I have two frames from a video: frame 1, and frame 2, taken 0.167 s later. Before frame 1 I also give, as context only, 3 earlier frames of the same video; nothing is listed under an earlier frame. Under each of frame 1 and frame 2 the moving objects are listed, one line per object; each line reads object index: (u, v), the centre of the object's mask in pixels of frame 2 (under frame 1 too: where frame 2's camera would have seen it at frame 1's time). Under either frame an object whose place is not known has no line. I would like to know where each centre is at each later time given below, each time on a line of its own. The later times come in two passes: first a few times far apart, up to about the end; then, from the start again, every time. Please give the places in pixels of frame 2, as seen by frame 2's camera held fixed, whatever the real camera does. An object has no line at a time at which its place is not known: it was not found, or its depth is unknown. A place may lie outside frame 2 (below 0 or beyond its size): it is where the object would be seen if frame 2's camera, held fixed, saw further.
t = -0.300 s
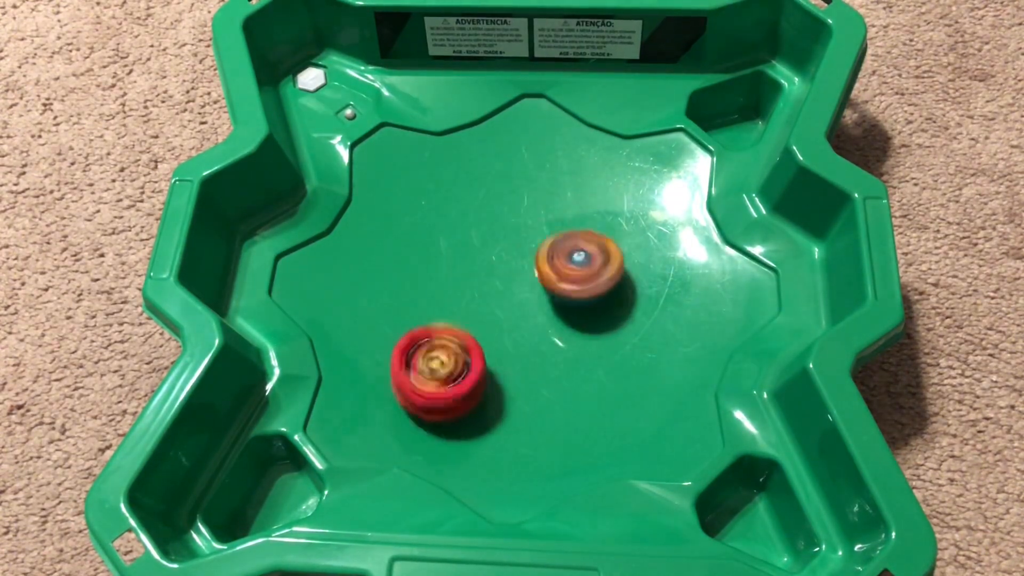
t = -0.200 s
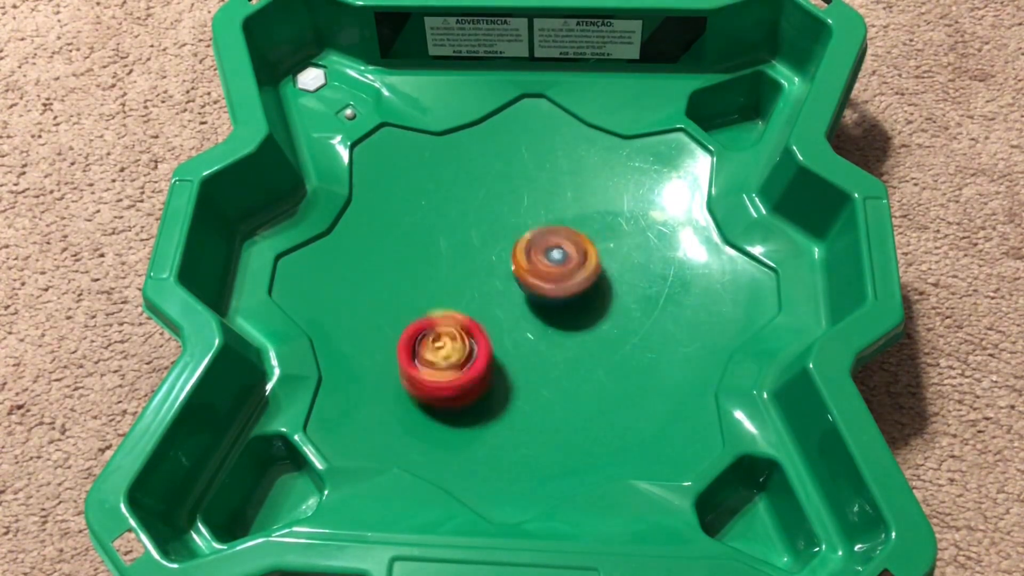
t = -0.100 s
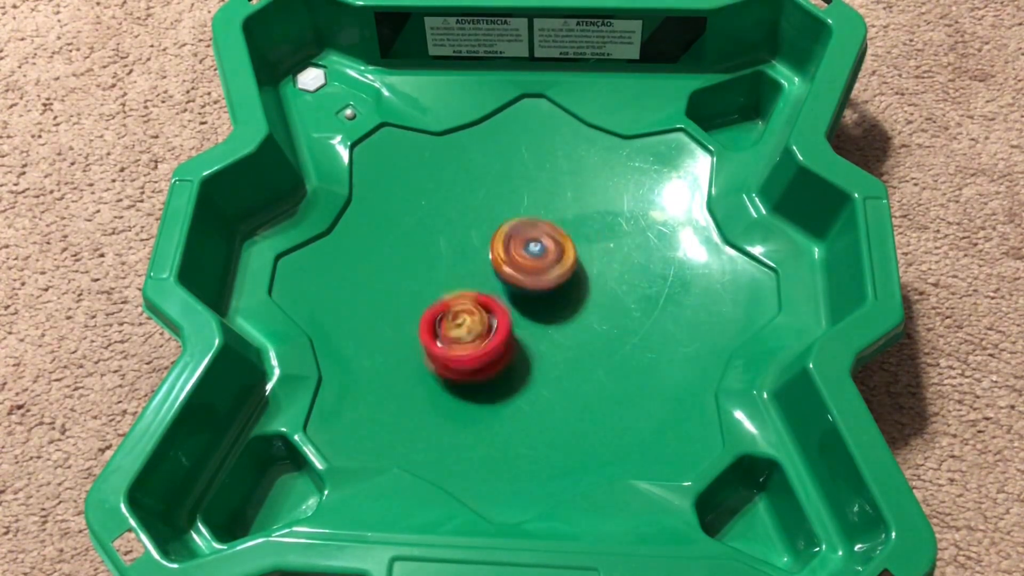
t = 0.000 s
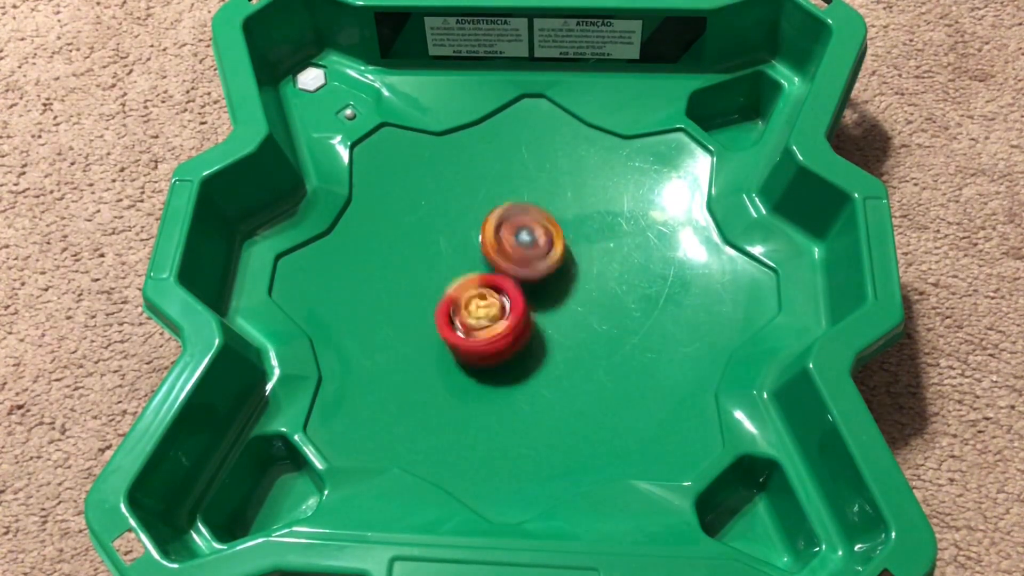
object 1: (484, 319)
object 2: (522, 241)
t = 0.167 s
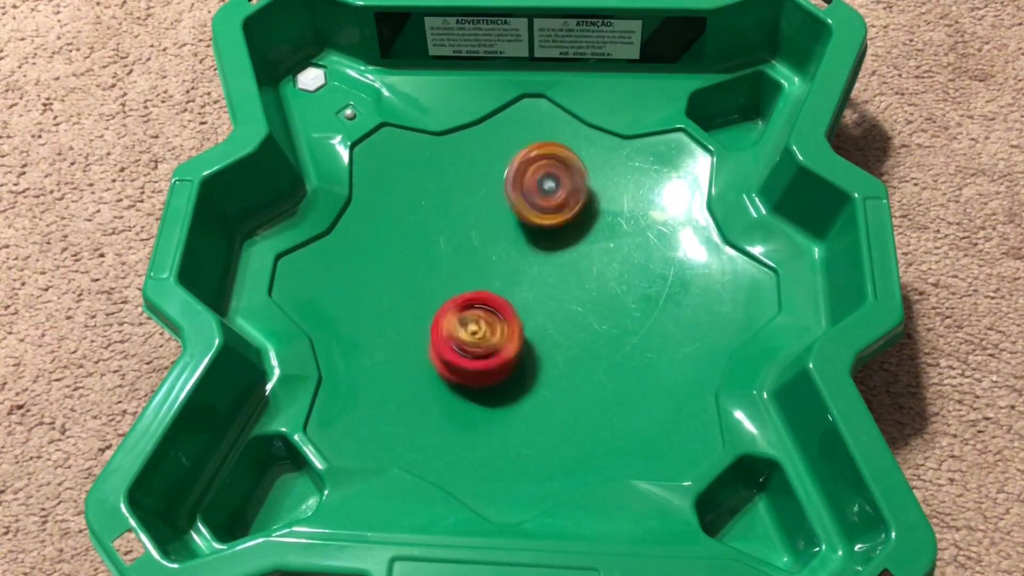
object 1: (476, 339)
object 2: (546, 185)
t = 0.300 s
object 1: (481, 338)
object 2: (568, 175)
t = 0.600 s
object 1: (513, 306)
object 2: (585, 236)
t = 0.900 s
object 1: (474, 299)
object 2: (573, 258)
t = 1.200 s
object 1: (463, 281)
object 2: (558, 254)
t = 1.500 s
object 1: (460, 302)
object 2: (553, 266)
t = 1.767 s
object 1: (432, 340)
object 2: (583, 265)
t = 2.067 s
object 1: (482, 324)
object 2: (553, 271)
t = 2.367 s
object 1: (477, 326)
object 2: (574, 258)
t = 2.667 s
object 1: (488, 301)
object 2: (579, 282)
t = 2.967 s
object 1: (482, 270)
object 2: (578, 282)
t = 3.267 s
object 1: (485, 287)
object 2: (592, 249)
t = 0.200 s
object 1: (476, 340)
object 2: (550, 179)
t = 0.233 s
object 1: (476, 339)
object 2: (557, 175)
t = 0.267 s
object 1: (477, 338)
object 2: (562, 173)
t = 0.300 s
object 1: (481, 338)
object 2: (568, 175)
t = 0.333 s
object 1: (483, 333)
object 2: (572, 178)
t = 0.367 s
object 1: (485, 331)
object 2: (575, 182)
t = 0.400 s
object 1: (491, 329)
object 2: (578, 188)
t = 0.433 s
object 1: (495, 322)
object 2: (581, 196)
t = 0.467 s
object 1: (499, 318)
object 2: (583, 206)
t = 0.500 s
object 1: (506, 314)
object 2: (582, 217)
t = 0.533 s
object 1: (514, 306)
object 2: (580, 227)
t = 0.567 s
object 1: (519, 301)
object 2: (577, 236)
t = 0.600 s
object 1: (513, 306)
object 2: (585, 236)
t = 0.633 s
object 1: (512, 307)
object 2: (590, 237)
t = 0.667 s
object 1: (509, 307)
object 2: (591, 242)
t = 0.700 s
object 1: (506, 307)
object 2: (586, 246)
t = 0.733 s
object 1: (506, 304)
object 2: (581, 250)
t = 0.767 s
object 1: (501, 304)
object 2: (581, 253)
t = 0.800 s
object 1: (493, 304)
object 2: (582, 256)
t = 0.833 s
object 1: (488, 303)
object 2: (580, 258)
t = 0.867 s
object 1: (480, 301)
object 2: (577, 259)
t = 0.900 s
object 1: (474, 299)
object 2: (573, 258)
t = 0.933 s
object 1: (472, 295)
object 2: (572, 256)
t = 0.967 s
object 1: (470, 293)
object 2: (570, 257)
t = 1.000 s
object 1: (468, 290)
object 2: (563, 258)
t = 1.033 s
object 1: (469, 288)
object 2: (559, 258)
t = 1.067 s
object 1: (469, 285)
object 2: (556, 258)
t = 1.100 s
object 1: (466, 284)
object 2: (557, 256)
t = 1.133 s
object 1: (465, 284)
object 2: (561, 255)
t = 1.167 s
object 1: (464, 282)
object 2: (561, 255)
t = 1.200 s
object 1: (463, 281)
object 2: (558, 254)
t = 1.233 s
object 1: (467, 281)
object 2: (556, 253)
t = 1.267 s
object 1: (468, 280)
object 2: (557, 253)
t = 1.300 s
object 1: (468, 282)
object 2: (557, 253)
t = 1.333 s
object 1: (470, 285)
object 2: (555, 255)
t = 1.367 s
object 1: (469, 288)
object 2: (558, 256)
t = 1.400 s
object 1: (465, 292)
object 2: (560, 258)
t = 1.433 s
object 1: (462, 296)
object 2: (560, 260)
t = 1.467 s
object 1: (461, 299)
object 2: (557, 263)
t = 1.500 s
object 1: (460, 302)
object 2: (553, 266)
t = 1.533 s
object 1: (459, 304)
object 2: (549, 269)
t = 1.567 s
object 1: (462, 307)
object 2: (546, 271)
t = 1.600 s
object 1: (449, 313)
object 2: (561, 269)
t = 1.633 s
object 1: (441, 323)
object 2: (570, 263)
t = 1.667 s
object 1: (435, 331)
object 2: (579, 258)
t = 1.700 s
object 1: (436, 335)
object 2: (587, 261)
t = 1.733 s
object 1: (433, 337)
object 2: (585, 263)
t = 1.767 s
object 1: (432, 340)
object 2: (583, 265)
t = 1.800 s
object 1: (433, 343)
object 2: (580, 263)
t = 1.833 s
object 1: (437, 345)
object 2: (579, 262)
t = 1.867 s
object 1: (441, 342)
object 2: (577, 264)
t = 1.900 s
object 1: (445, 342)
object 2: (576, 266)
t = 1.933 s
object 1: (450, 341)
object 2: (573, 269)
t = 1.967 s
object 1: (457, 338)
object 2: (566, 273)
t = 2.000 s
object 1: (467, 332)
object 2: (558, 274)
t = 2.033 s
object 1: (476, 327)
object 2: (552, 277)
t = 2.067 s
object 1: (482, 324)
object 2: (553, 271)
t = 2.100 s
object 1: (486, 324)
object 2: (556, 266)
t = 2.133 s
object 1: (492, 321)
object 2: (558, 265)
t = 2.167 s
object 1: (491, 322)
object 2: (565, 262)
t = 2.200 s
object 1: (487, 323)
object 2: (570, 261)
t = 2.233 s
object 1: (483, 325)
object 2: (571, 257)
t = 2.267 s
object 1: (480, 327)
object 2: (573, 256)
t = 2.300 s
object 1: (479, 327)
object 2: (574, 255)
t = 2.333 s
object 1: (478, 326)
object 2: (574, 256)
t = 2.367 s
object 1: (477, 326)
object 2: (574, 258)
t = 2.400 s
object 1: (476, 324)
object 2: (572, 259)
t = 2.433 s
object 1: (479, 324)
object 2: (571, 259)
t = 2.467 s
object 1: (482, 320)
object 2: (570, 259)
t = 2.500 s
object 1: (484, 316)
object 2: (570, 261)
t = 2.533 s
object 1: (485, 314)
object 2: (571, 264)
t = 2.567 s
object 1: (485, 312)
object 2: (571, 269)
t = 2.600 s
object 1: (486, 309)
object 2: (573, 274)
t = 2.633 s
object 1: (488, 305)
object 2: (576, 278)
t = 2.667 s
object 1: (488, 301)
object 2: (579, 282)
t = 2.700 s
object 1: (487, 297)
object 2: (584, 285)
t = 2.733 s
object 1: (485, 294)
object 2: (587, 286)
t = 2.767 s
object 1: (484, 290)
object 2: (590, 287)
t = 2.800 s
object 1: (484, 286)
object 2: (591, 287)
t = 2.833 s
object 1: (482, 283)
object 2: (590, 287)
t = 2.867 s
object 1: (480, 278)
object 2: (588, 286)
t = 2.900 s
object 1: (479, 275)
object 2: (586, 285)
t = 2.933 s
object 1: (480, 273)
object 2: (582, 284)
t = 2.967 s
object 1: (482, 270)
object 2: (578, 282)
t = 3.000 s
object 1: (483, 268)
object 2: (575, 278)
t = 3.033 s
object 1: (484, 267)
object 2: (571, 274)
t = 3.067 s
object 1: (485, 267)
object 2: (570, 269)
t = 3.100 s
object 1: (486, 268)
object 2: (571, 264)
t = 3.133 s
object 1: (484, 270)
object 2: (575, 257)
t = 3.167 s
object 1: (481, 272)
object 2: (581, 250)
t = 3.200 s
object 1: (481, 276)
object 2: (587, 251)
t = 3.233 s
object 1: (482, 280)
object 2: (590, 249)
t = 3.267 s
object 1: (485, 287)
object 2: (592, 249)
